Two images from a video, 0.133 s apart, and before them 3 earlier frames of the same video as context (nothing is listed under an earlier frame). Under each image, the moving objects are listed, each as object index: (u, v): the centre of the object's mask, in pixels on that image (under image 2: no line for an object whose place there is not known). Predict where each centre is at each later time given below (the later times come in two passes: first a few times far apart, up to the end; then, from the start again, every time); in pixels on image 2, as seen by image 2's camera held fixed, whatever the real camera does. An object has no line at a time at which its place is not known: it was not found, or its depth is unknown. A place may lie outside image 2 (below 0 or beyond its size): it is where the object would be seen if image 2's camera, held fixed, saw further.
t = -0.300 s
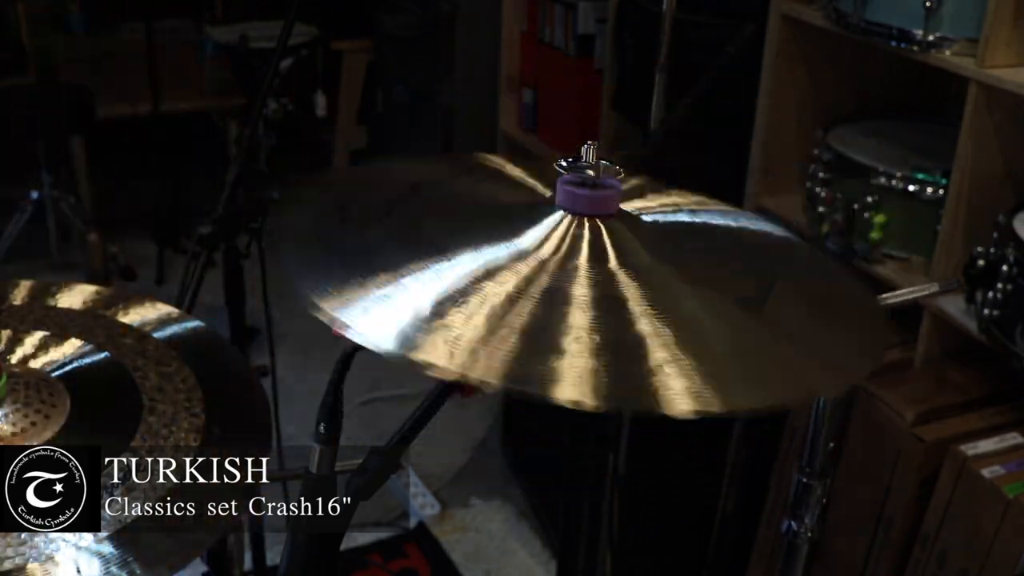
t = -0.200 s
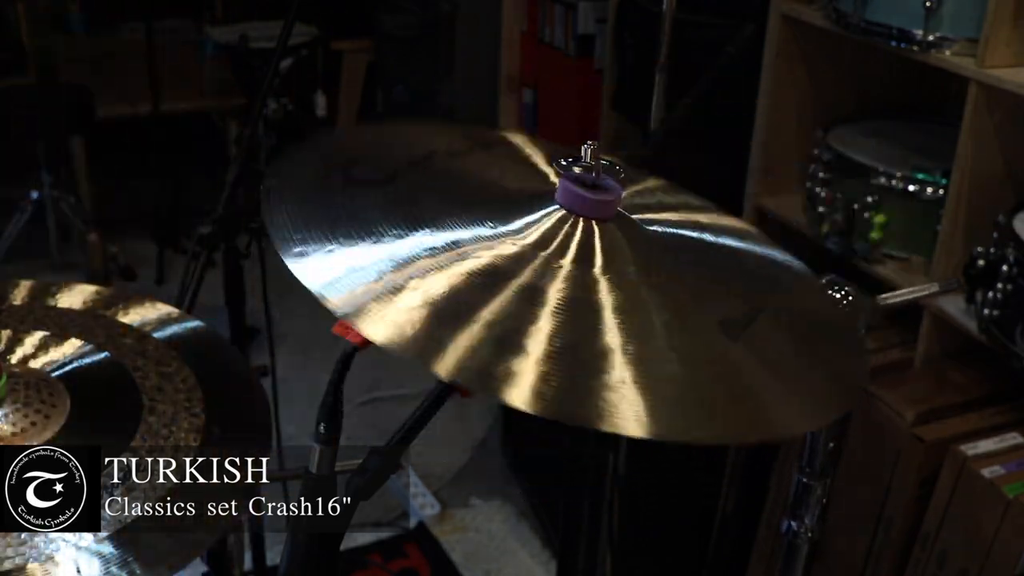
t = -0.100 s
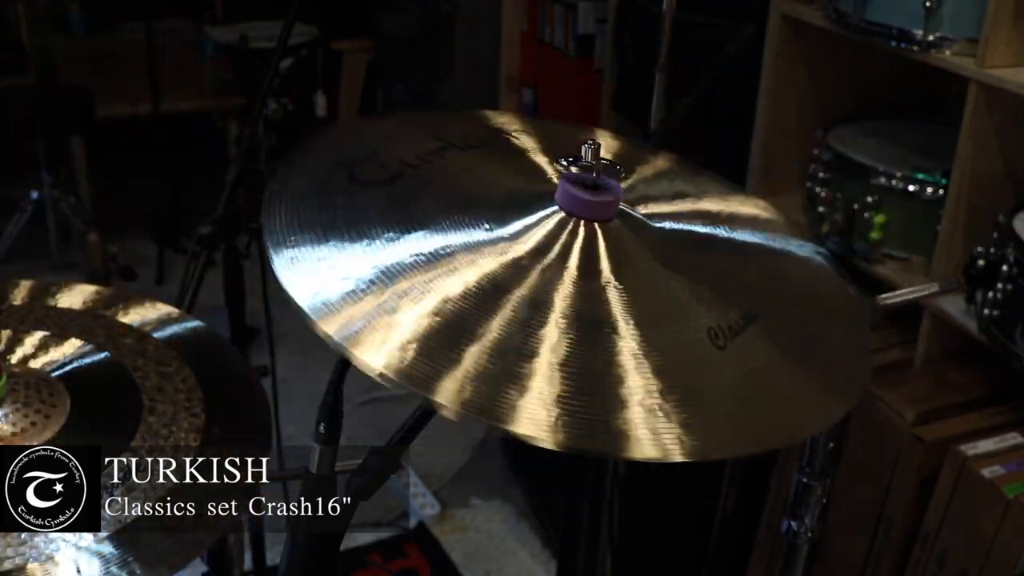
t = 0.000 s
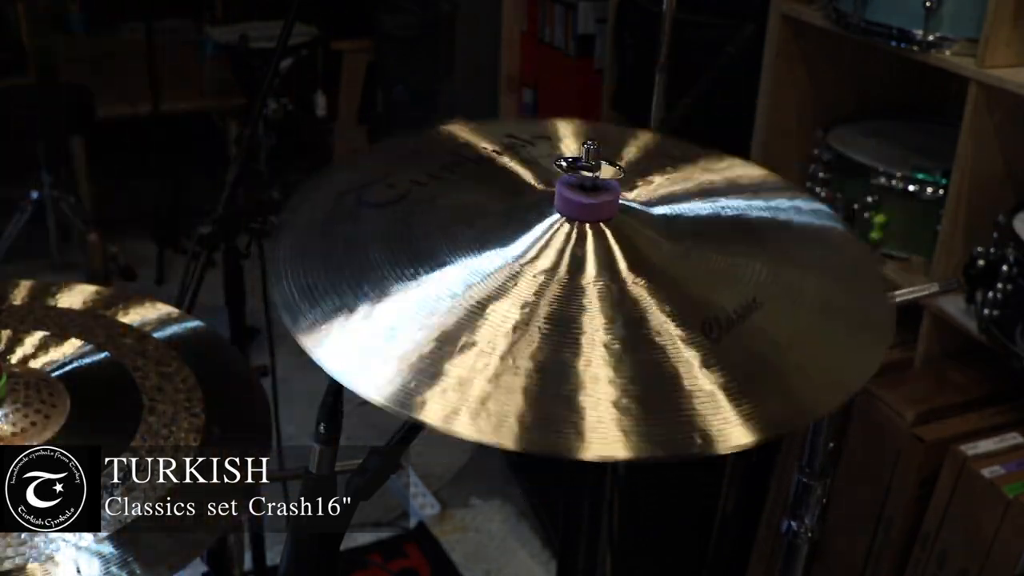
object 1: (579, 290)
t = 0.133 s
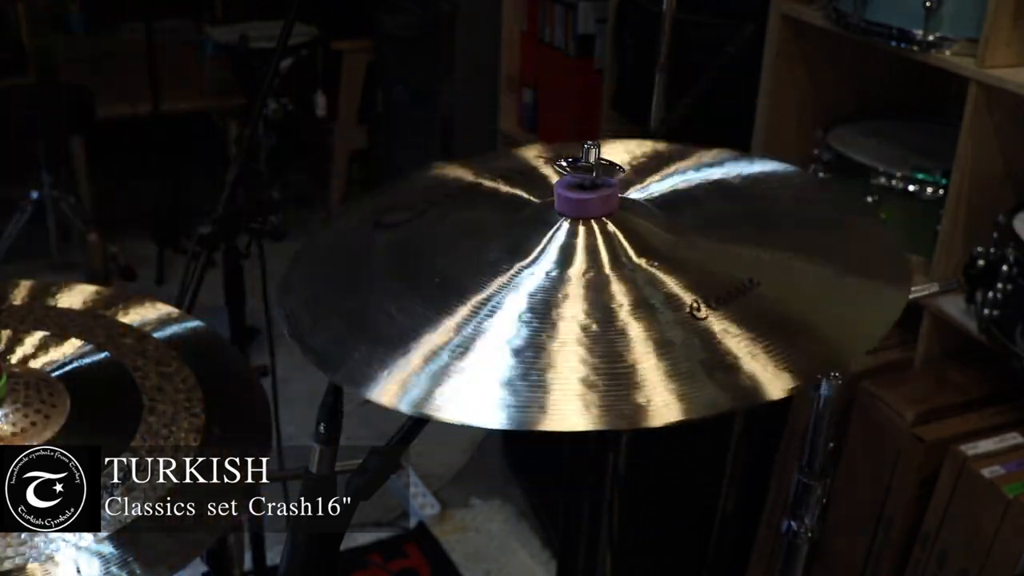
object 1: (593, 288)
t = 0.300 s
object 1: (587, 290)
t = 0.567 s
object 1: (579, 290)
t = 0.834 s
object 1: (587, 290)
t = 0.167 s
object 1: (594, 287)
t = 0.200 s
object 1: (593, 287)
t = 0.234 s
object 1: (591, 287)
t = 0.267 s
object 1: (590, 288)
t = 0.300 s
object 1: (587, 290)
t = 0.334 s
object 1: (584, 291)
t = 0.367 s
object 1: (581, 291)
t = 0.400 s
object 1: (578, 292)
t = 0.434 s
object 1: (577, 291)
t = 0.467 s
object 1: (576, 290)
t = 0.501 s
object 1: (577, 290)
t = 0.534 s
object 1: (578, 290)
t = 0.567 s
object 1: (579, 290)
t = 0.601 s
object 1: (582, 290)
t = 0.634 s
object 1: (583, 290)
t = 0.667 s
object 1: (584, 290)
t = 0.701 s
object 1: (585, 290)
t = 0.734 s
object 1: (586, 290)
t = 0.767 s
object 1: (587, 289)
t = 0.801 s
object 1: (587, 289)
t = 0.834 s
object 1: (587, 290)
